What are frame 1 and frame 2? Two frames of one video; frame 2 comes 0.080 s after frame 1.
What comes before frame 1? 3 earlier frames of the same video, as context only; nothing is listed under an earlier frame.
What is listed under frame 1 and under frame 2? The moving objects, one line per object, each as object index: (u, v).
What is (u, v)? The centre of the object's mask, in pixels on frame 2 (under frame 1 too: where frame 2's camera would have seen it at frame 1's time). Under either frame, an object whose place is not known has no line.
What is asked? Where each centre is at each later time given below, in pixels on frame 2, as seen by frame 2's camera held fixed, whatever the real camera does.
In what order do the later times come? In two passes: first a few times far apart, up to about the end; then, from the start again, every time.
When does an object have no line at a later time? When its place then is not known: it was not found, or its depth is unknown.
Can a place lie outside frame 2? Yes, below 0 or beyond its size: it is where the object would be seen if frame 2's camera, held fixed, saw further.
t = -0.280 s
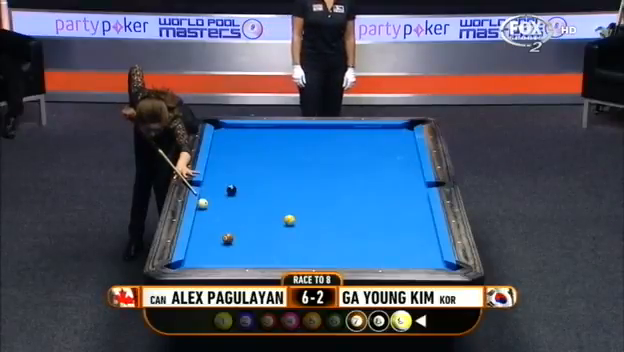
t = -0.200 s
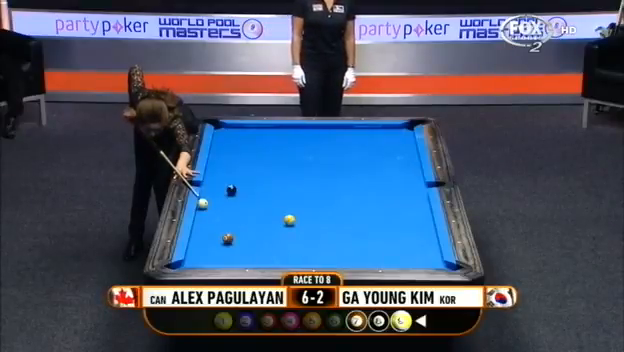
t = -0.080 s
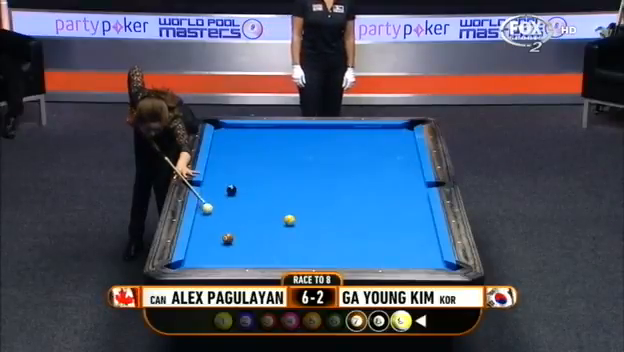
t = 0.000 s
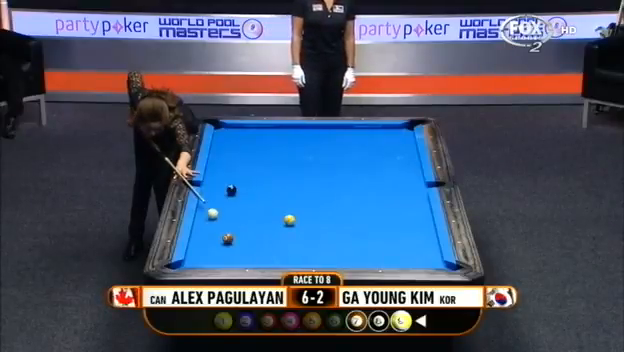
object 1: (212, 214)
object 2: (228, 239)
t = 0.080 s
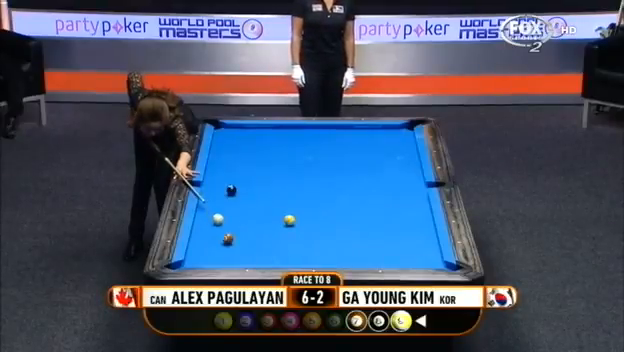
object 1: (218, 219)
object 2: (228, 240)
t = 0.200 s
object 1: (225, 227)
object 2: (228, 239)
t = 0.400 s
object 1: (243, 237)
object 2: (224, 242)
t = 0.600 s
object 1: (266, 244)
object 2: (217, 248)
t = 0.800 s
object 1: (290, 250)
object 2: (212, 253)
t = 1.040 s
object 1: (317, 257)
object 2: (205, 258)
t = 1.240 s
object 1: (341, 262)
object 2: (198, 261)
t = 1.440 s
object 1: (358, 259)
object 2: (194, 262)
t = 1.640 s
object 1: (375, 258)
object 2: (190, 261)
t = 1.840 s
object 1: (392, 255)
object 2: (189, 261)
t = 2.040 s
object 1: (407, 252)
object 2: (191, 261)
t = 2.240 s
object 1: (422, 250)
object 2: (192, 261)
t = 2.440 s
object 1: (434, 247)
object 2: (193, 261)
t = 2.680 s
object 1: (423, 244)
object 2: (194, 260)
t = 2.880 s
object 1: (415, 241)
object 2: (194, 260)
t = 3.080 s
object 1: (406, 238)
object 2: (194, 260)
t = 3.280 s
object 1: (399, 236)
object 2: (194, 260)
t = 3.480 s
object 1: (392, 234)
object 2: (194, 260)
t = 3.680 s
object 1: (385, 232)
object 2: (194, 260)
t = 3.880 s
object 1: (379, 230)
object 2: (194, 260)
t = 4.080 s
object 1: (374, 228)
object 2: (194, 260)
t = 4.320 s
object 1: (368, 226)
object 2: (194, 261)
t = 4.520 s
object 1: (363, 225)
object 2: (194, 261)
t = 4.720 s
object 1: (359, 224)
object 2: (194, 261)
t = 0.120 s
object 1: (220, 222)
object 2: (228, 240)
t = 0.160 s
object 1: (223, 225)
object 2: (228, 240)
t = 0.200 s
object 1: (225, 227)
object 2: (228, 239)
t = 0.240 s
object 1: (228, 228)
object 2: (228, 240)
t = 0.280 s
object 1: (231, 231)
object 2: (228, 240)
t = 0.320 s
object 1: (235, 234)
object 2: (227, 241)
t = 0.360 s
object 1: (239, 236)
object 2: (225, 242)
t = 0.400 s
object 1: (243, 237)
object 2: (224, 242)
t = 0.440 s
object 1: (248, 239)
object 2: (222, 243)
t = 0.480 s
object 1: (252, 240)
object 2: (221, 245)
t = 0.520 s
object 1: (257, 241)
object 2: (220, 246)
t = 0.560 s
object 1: (262, 243)
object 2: (218, 247)
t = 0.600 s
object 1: (266, 244)
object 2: (217, 248)
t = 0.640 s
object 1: (271, 245)
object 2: (216, 249)
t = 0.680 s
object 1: (276, 247)
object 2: (215, 250)
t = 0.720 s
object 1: (280, 248)
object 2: (214, 251)
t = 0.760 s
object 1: (285, 249)
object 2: (213, 252)
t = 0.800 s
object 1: (290, 250)
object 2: (212, 253)
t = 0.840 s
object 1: (294, 252)
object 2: (210, 254)
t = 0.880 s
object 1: (299, 253)
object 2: (209, 255)
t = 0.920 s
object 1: (304, 254)
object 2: (208, 256)
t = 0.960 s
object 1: (309, 255)
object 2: (207, 257)
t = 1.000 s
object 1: (313, 257)
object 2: (206, 257)
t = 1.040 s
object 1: (317, 257)
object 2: (205, 258)
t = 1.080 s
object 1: (322, 258)
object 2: (204, 259)
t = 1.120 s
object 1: (327, 259)
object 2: (202, 260)
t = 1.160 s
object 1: (331, 260)
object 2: (201, 260)
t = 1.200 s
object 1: (336, 261)
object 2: (200, 261)
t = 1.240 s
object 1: (341, 262)
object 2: (198, 261)
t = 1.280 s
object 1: (344, 262)
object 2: (197, 262)
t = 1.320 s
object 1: (348, 261)
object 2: (197, 262)
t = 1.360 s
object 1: (351, 260)
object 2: (196, 262)
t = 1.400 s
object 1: (355, 260)
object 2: (195, 262)
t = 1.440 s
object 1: (358, 259)
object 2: (194, 262)
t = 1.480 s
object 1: (361, 259)
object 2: (194, 262)
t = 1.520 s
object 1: (365, 259)
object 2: (193, 261)
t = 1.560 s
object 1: (369, 258)
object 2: (192, 261)
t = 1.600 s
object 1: (372, 258)
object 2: (191, 261)
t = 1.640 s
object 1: (375, 258)
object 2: (190, 261)
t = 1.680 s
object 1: (378, 257)
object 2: (189, 261)
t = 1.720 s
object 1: (381, 257)
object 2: (188, 261)
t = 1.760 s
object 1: (385, 256)
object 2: (188, 261)
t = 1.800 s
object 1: (389, 256)
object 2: (189, 261)
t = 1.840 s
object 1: (392, 255)
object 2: (189, 261)
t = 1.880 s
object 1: (394, 255)
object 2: (189, 261)
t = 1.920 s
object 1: (398, 254)
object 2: (190, 261)
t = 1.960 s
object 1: (401, 254)
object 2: (190, 261)
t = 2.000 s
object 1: (404, 253)
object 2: (190, 261)
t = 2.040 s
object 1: (407, 252)
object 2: (191, 261)
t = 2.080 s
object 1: (410, 252)
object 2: (191, 261)
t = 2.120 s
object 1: (413, 251)
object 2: (192, 261)
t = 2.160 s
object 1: (416, 251)
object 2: (192, 261)
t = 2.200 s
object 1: (419, 250)
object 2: (192, 261)
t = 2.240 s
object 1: (422, 250)
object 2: (192, 261)
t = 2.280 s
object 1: (425, 249)
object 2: (193, 261)
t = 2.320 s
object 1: (427, 249)
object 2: (193, 261)
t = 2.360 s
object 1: (430, 248)
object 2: (193, 261)
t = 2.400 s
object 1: (433, 248)
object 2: (193, 261)
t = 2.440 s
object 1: (434, 247)
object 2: (193, 261)
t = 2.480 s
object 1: (432, 246)
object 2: (194, 261)
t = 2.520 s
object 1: (431, 246)
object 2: (194, 260)
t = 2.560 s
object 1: (429, 245)
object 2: (194, 261)
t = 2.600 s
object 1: (426, 245)
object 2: (194, 261)
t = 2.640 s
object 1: (425, 244)
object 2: (194, 260)
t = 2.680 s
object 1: (423, 244)
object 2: (194, 260)
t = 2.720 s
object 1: (421, 243)
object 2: (194, 260)
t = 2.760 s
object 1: (420, 242)
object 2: (194, 260)
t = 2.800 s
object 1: (418, 242)
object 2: (194, 260)
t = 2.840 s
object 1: (416, 241)
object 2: (194, 260)
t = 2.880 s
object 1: (415, 241)
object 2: (194, 260)
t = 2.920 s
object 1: (413, 240)
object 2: (194, 260)
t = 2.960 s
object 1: (411, 240)
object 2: (194, 260)
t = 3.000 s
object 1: (410, 239)
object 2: (194, 260)
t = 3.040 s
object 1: (408, 239)
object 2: (194, 260)
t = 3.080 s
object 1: (406, 238)
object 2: (194, 260)
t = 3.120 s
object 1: (405, 238)
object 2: (194, 260)
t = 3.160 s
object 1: (403, 237)
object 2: (194, 260)
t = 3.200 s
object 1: (402, 237)
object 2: (194, 260)
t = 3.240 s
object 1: (400, 236)
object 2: (194, 261)
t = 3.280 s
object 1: (399, 236)
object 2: (194, 260)
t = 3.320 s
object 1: (398, 236)
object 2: (194, 260)
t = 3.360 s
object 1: (396, 235)
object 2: (194, 260)
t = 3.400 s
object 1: (395, 235)
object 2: (194, 260)
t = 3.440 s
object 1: (393, 234)
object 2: (194, 260)
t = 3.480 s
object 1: (392, 234)
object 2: (194, 260)
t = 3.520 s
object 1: (391, 233)
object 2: (194, 260)
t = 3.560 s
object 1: (389, 233)
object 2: (194, 260)
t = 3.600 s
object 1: (388, 232)
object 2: (194, 260)
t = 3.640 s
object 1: (386, 232)
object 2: (194, 260)
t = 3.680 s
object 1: (385, 232)
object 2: (194, 260)
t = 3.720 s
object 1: (384, 232)
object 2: (194, 260)
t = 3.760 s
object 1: (383, 231)
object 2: (194, 260)
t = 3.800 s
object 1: (382, 231)
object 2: (194, 260)
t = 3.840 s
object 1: (380, 230)
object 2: (194, 260)
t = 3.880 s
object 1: (379, 230)
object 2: (194, 260)
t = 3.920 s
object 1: (378, 230)
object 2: (194, 260)
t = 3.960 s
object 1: (377, 229)
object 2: (194, 260)
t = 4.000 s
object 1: (376, 229)
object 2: (194, 260)
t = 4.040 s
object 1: (375, 228)
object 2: (194, 260)
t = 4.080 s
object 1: (374, 228)
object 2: (194, 260)
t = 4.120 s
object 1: (373, 228)
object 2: (194, 260)
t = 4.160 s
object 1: (372, 228)
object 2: (194, 261)
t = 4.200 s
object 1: (371, 228)
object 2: (194, 260)
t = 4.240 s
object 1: (370, 227)
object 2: (194, 260)
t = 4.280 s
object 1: (369, 227)
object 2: (194, 260)
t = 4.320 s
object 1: (368, 226)
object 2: (194, 261)
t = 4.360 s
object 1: (367, 226)
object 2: (194, 260)
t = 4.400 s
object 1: (366, 226)
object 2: (194, 261)
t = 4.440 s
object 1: (365, 225)
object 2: (194, 260)
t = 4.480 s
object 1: (364, 225)
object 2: (194, 260)
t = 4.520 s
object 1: (363, 225)
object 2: (194, 261)
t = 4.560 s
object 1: (362, 225)
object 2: (194, 260)
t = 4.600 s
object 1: (361, 224)
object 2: (194, 261)
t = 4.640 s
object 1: (361, 224)
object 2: (194, 261)
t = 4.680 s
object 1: (360, 224)
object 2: (194, 260)
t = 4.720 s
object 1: (359, 224)
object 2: (194, 261)
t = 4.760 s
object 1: (358, 224)
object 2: (194, 260)
